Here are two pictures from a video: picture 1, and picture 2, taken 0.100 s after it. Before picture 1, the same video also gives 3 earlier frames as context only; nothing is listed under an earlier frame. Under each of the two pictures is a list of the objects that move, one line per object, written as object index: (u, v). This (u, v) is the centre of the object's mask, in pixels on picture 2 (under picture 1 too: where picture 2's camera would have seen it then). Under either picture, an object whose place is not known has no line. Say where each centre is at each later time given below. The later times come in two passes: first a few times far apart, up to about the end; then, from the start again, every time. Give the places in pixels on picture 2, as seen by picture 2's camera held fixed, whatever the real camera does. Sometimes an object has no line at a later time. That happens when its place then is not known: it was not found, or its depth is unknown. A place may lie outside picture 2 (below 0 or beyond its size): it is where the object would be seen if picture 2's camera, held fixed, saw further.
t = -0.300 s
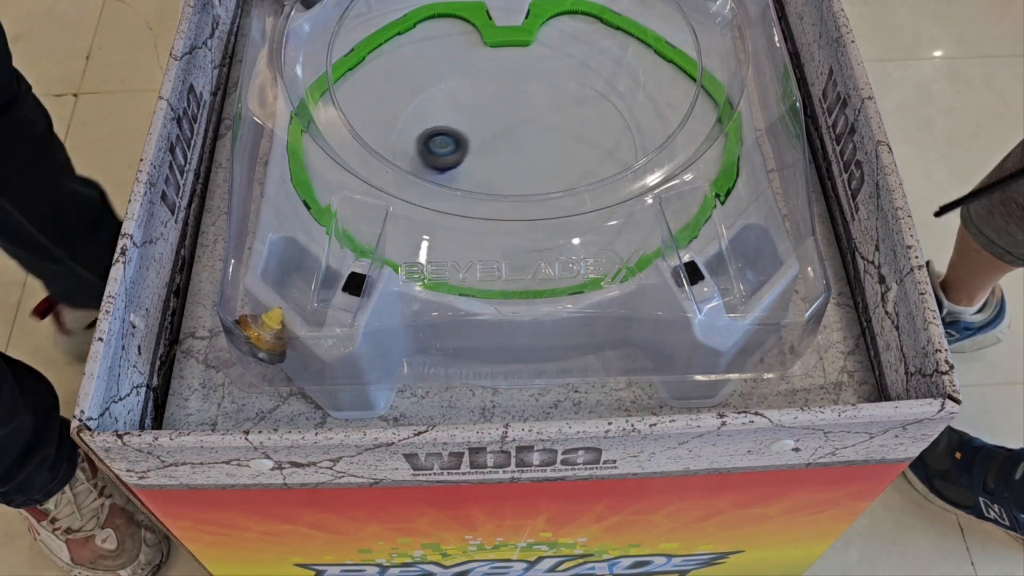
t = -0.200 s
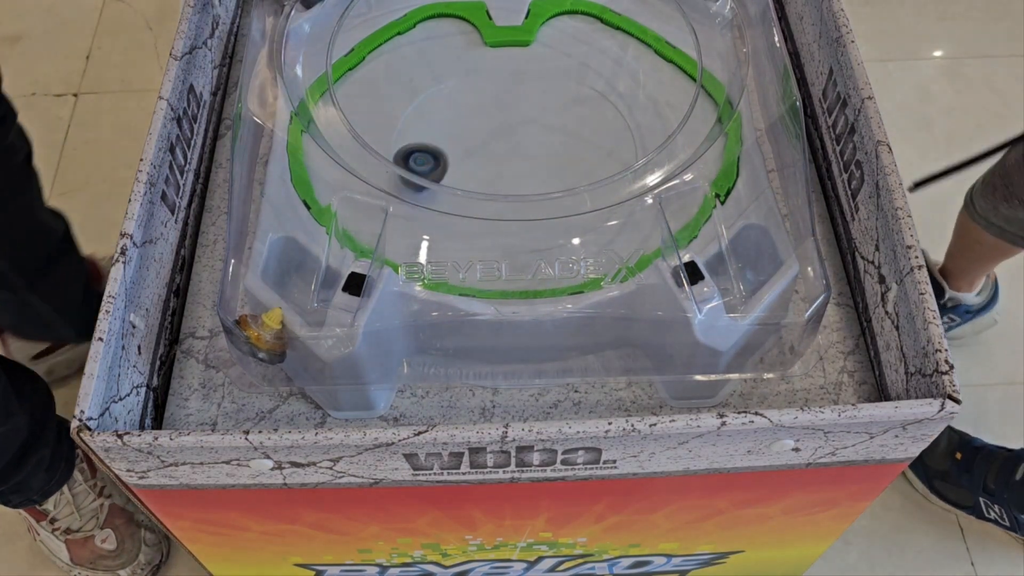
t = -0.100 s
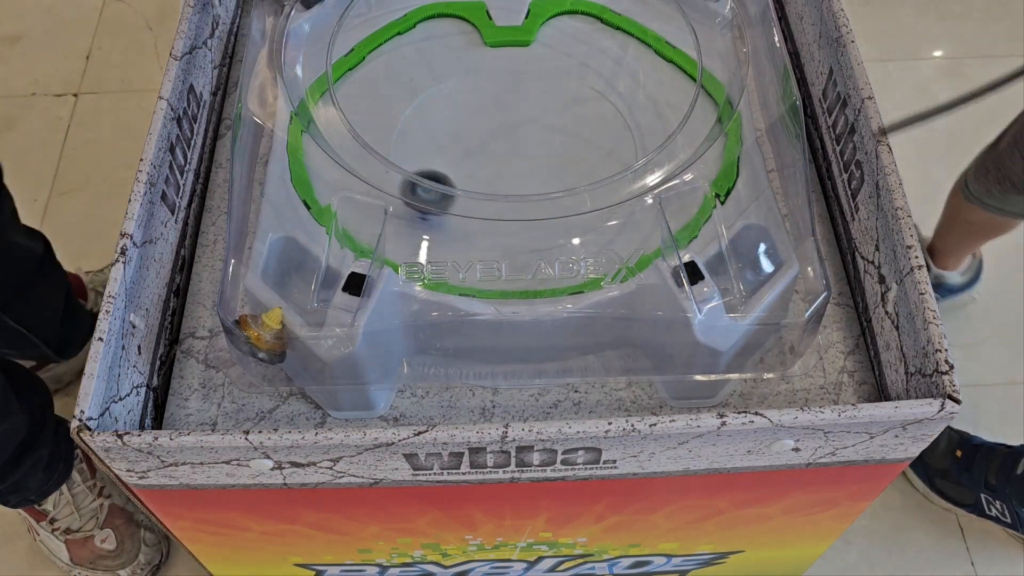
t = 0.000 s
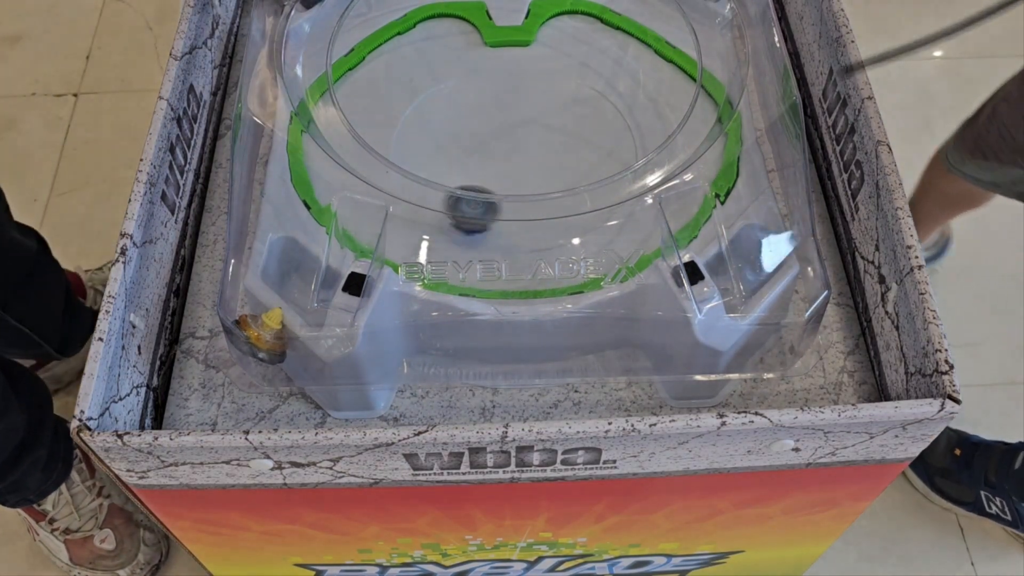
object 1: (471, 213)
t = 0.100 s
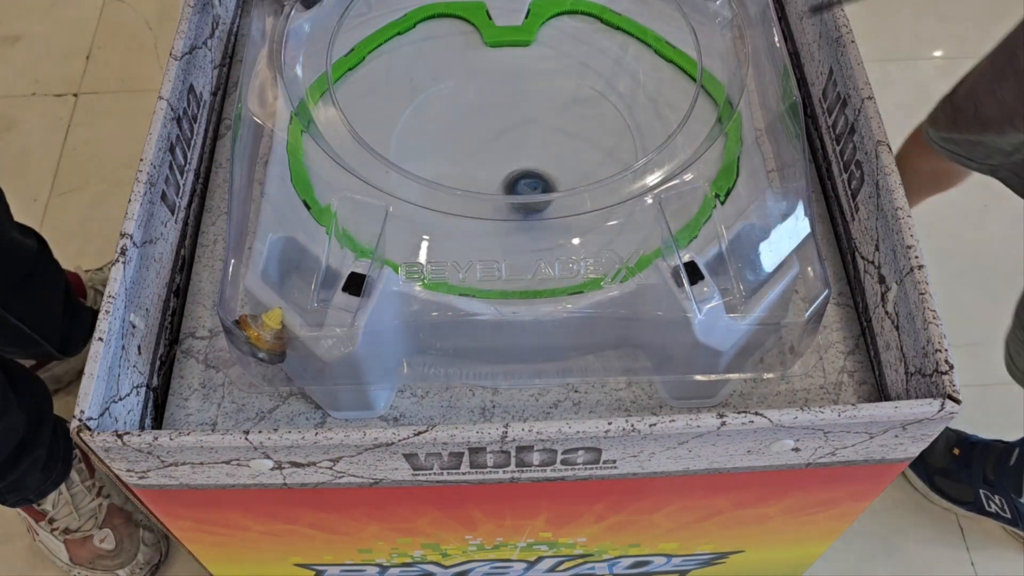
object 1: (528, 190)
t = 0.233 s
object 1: (566, 127)
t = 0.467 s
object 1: (499, 33)
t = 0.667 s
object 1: (392, 52)
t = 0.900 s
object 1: (375, 96)
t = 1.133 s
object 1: (461, 171)
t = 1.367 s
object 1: (626, 145)
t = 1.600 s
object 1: (572, 68)
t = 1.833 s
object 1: (461, 123)
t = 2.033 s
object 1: (502, 217)
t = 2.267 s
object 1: (617, 170)
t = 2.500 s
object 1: (532, 92)
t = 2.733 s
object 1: (403, 138)
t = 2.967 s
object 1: (487, 218)
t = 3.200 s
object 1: (582, 138)
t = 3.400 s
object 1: (511, 61)
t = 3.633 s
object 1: (416, 76)
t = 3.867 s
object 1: (450, 163)
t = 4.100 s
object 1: (597, 155)
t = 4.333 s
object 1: (578, 82)
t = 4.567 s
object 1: (477, 116)
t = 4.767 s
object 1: (501, 195)
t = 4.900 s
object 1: (569, 204)
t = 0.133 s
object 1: (543, 176)
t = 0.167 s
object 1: (555, 162)
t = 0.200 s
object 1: (562, 145)
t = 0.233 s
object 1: (566, 127)
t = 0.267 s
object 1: (566, 109)
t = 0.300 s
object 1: (563, 93)
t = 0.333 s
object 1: (555, 77)
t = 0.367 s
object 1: (545, 64)
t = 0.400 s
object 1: (532, 53)
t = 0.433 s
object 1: (516, 42)
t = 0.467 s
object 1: (499, 33)
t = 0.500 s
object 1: (479, 31)
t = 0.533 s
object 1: (455, 36)
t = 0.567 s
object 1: (433, 39)
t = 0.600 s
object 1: (416, 43)
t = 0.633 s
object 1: (402, 47)
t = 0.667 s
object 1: (392, 52)
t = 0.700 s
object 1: (385, 57)
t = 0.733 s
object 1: (378, 63)
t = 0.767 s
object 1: (375, 68)
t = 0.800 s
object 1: (372, 74)
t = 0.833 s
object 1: (372, 81)
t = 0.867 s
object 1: (372, 88)
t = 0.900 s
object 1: (375, 96)
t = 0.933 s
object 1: (379, 104)
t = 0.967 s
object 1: (386, 112)
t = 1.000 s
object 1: (395, 121)
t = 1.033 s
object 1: (406, 134)
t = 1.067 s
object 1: (420, 148)
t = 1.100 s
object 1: (438, 161)
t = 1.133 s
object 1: (461, 171)
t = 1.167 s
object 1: (487, 177)
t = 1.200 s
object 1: (515, 180)
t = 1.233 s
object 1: (542, 179)
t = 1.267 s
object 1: (567, 175)
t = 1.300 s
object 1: (590, 167)
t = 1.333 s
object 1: (610, 157)
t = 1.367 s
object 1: (626, 145)
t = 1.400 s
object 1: (633, 131)
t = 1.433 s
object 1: (628, 118)
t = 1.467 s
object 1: (619, 106)
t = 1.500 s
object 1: (611, 94)
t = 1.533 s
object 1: (602, 82)
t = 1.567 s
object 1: (589, 73)
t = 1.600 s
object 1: (572, 68)
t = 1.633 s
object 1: (554, 65)
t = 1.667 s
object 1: (536, 65)
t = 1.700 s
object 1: (516, 70)
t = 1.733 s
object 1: (498, 79)
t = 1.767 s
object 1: (482, 92)
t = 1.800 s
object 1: (469, 107)
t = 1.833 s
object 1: (461, 123)
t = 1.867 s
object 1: (456, 140)
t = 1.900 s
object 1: (456, 158)
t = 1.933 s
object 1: (462, 172)
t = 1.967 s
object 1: (470, 189)
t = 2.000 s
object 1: (484, 203)
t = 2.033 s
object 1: (502, 217)
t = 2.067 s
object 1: (523, 223)
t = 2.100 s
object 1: (545, 224)
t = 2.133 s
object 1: (564, 217)
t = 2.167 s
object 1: (583, 210)
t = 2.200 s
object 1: (597, 199)
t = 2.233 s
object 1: (610, 184)
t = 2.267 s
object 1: (617, 170)
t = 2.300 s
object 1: (619, 152)
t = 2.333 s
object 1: (617, 140)
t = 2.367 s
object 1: (607, 126)
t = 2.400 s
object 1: (594, 113)
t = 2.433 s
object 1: (575, 103)
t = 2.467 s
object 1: (555, 96)
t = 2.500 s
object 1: (532, 92)
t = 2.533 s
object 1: (509, 90)
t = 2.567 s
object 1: (487, 92)
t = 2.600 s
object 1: (464, 97)
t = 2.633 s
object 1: (443, 104)
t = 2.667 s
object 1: (427, 113)
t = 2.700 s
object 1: (413, 124)
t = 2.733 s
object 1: (403, 138)
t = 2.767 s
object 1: (401, 149)
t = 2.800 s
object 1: (408, 167)
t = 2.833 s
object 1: (421, 185)
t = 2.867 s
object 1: (435, 194)
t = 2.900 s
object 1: (448, 209)
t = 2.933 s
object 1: (467, 215)
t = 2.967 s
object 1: (487, 218)
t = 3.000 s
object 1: (508, 218)
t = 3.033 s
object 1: (529, 211)
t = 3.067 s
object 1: (548, 200)
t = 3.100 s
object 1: (563, 186)
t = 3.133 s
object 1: (574, 170)
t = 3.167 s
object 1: (581, 155)
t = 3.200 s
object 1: (582, 138)
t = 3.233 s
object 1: (579, 121)
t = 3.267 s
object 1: (571, 104)
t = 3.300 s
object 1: (560, 90)
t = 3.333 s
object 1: (546, 77)
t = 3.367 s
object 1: (530, 68)
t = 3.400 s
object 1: (511, 61)
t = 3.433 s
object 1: (491, 56)
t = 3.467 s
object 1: (471, 55)
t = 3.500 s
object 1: (455, 56)
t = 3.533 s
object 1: (440, 60)
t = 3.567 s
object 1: (430, 64)
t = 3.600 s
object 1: (421, 70)
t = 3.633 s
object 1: (416, 76)
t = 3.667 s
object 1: (412, 84)
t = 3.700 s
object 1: (410, 94)
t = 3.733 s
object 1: (410, 107)
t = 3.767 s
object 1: (413, 121)
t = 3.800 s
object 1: (421, 136)
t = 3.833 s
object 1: (433, 151)
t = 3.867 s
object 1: (450, 163)
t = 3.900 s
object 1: (470, 171)
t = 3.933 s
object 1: (493, 175)
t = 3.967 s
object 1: (516, 177)
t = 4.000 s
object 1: (539, 176)
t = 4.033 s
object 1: (560, 171)
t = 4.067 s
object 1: (580, 165)
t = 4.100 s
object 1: (597, 155)
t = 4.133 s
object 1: (610, 143)
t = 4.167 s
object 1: (619, 129)
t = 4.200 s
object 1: (625, 114)
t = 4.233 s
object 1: (619, 102)
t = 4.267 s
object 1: (605, 95)
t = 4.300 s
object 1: (591, 88)
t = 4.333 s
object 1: (578, 82)
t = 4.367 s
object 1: (564, 77)
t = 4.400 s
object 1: (548, 76)
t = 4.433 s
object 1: (532, 78)
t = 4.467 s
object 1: (516, 83)
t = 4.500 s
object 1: (500, 92)
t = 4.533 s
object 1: (487, 103)
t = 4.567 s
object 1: (477, 116)
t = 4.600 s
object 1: (471, 130)
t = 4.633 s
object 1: (469, 146)
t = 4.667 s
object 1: (471, 161)
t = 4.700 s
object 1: (477, 173)
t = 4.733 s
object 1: (487, 185)
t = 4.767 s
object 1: (501, 195)
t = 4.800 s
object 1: (516, 204)
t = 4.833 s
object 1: (534, 209)
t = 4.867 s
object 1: (553, 208)
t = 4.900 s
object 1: (569, 204)
